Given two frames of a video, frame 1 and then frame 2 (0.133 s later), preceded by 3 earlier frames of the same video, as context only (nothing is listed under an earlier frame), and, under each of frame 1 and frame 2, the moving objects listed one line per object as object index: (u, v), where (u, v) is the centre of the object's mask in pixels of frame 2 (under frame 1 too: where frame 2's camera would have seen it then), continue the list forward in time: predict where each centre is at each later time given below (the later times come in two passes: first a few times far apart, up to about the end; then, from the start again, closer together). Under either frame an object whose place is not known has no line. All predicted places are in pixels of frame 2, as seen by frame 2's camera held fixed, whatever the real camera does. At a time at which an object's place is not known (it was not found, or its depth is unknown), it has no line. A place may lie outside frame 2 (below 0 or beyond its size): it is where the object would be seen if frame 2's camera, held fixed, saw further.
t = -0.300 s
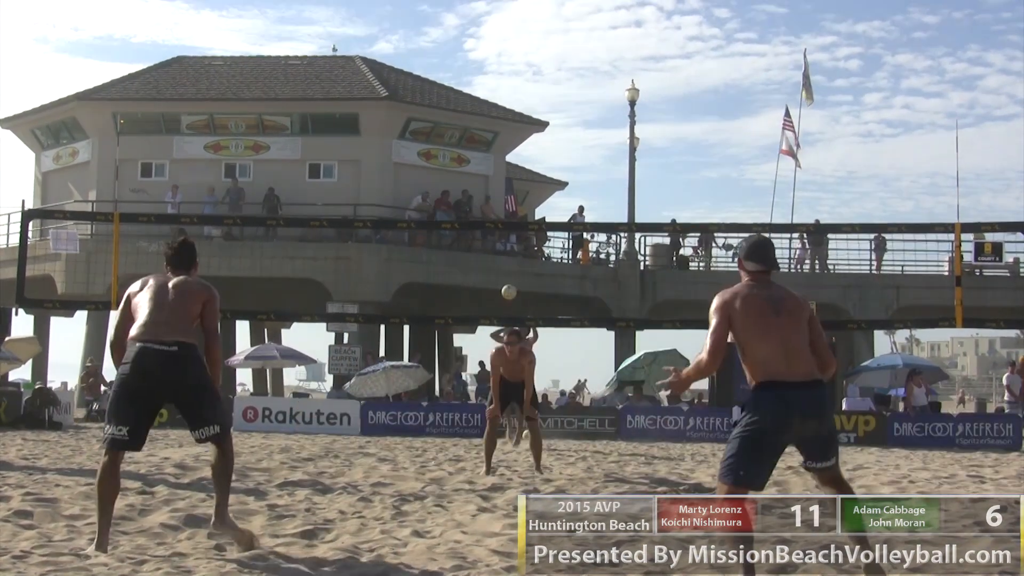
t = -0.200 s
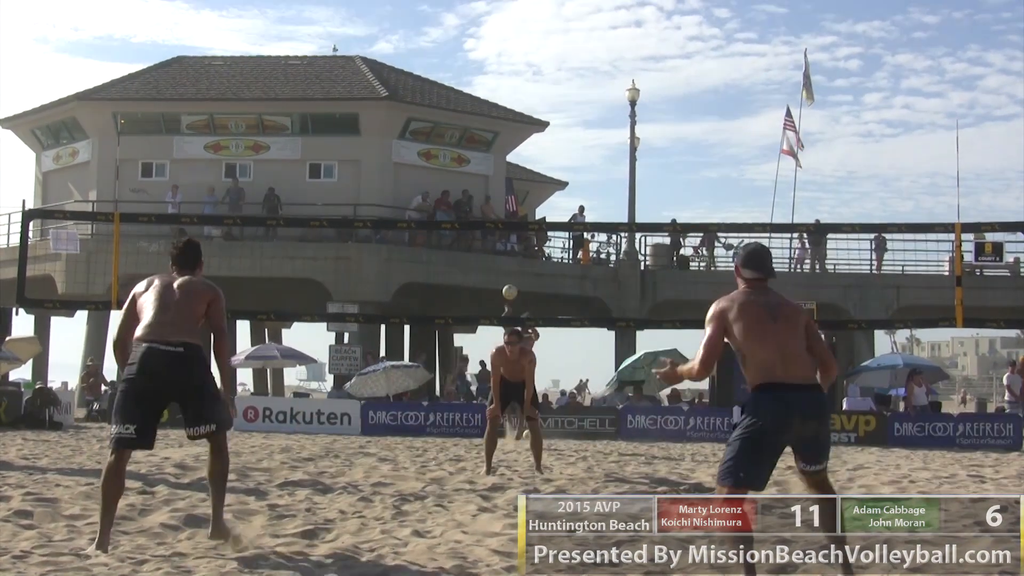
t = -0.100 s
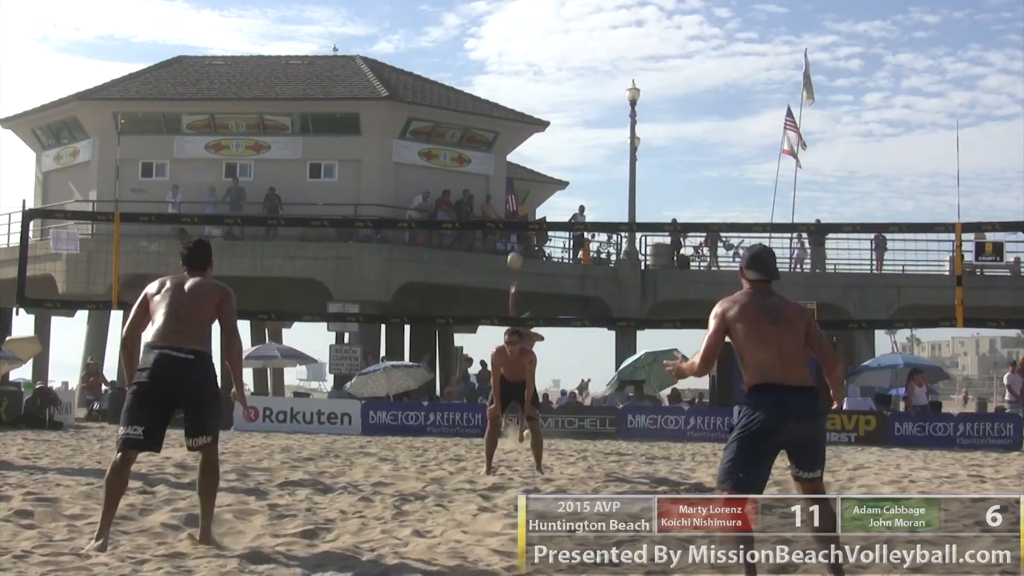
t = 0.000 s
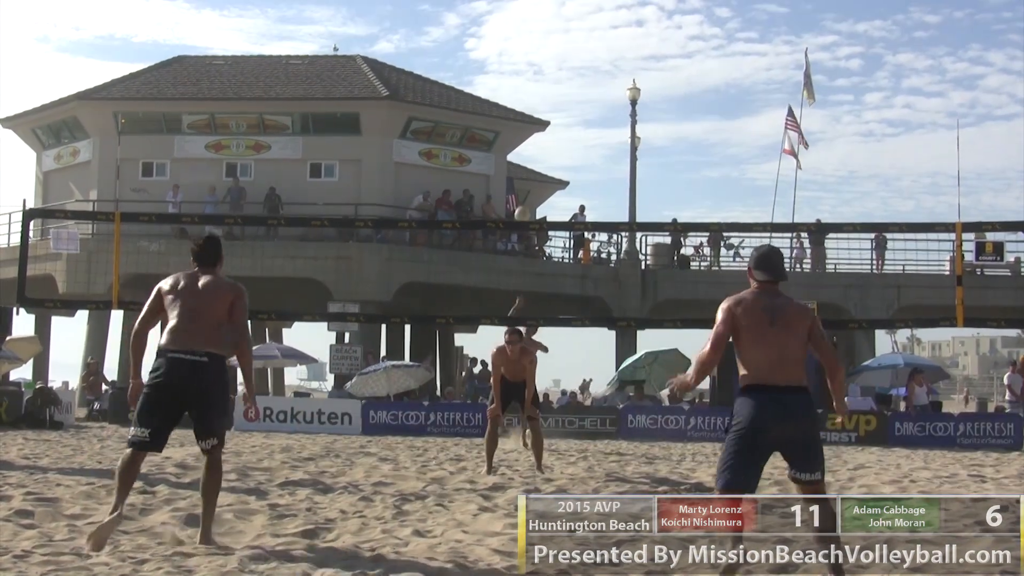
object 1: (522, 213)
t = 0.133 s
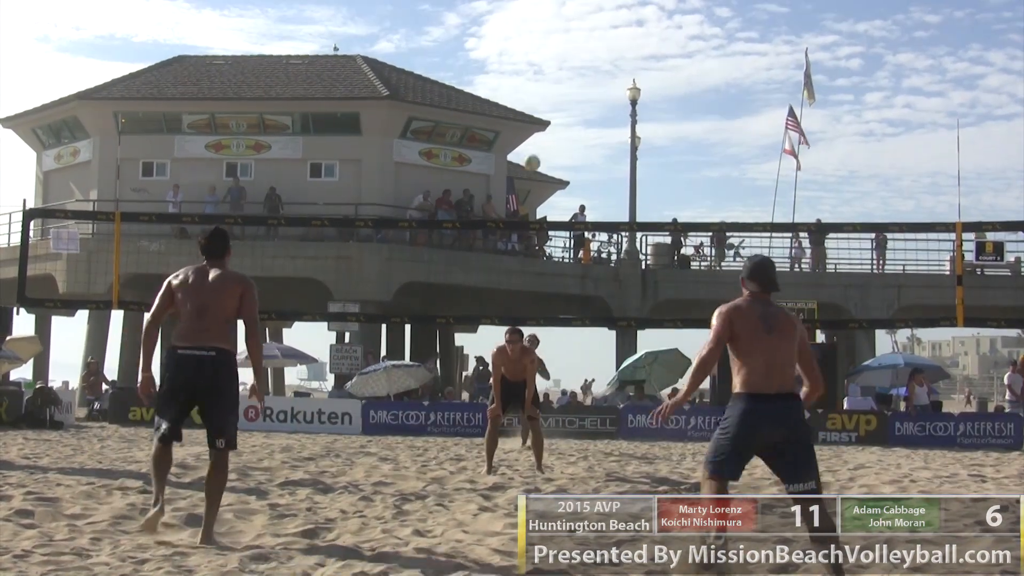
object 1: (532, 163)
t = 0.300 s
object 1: (543, 115)
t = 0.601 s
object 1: (562, 78)
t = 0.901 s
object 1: (581, 125)
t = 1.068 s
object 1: (595, 202)
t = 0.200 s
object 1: (537, 141)
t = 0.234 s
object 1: (538, 132)
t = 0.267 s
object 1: (541, 123)
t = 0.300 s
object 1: (543, 115)
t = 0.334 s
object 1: (545, 107)
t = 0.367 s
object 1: (548, 101)
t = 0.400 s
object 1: (550, 95)
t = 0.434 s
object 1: (552, 90)
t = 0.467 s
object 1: (554, 85)
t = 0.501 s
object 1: (555, 81)
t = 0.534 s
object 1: (558, 80)
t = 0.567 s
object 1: (560, 78)
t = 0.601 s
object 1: (562, 78)
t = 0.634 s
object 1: (564, 78)
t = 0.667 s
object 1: (566, 80)
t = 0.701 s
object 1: (568, 82)
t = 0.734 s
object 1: (570, 86)
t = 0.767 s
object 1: (572, 92)
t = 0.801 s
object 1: (574, 98)
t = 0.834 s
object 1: (576, 106)
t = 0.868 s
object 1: (578, 115)
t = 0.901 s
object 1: (581, 125)
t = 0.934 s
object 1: (583, 138)
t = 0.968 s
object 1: (586, 151)
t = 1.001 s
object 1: (588, 167)
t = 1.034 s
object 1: (592, 183)
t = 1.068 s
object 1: (595, 202)
